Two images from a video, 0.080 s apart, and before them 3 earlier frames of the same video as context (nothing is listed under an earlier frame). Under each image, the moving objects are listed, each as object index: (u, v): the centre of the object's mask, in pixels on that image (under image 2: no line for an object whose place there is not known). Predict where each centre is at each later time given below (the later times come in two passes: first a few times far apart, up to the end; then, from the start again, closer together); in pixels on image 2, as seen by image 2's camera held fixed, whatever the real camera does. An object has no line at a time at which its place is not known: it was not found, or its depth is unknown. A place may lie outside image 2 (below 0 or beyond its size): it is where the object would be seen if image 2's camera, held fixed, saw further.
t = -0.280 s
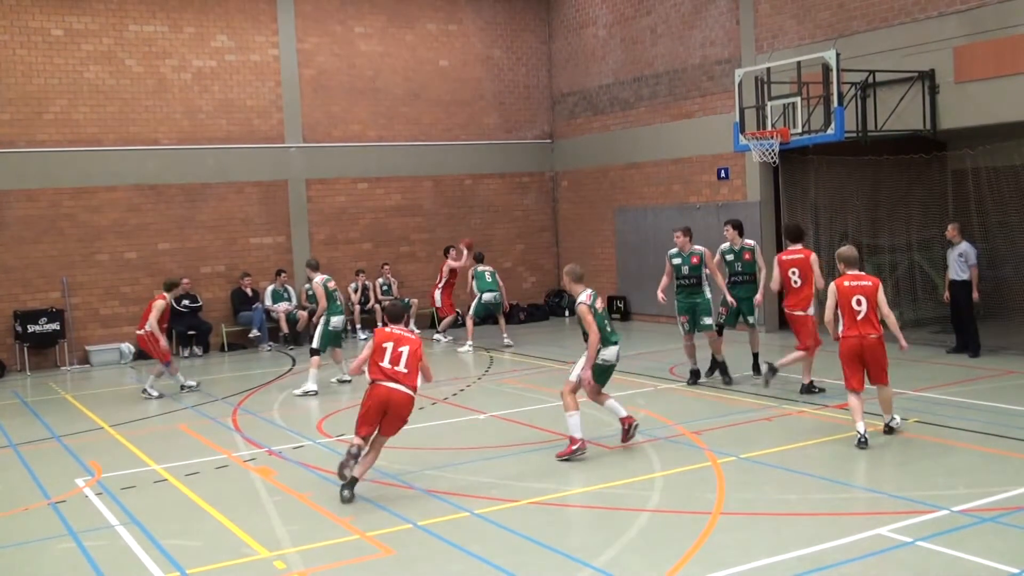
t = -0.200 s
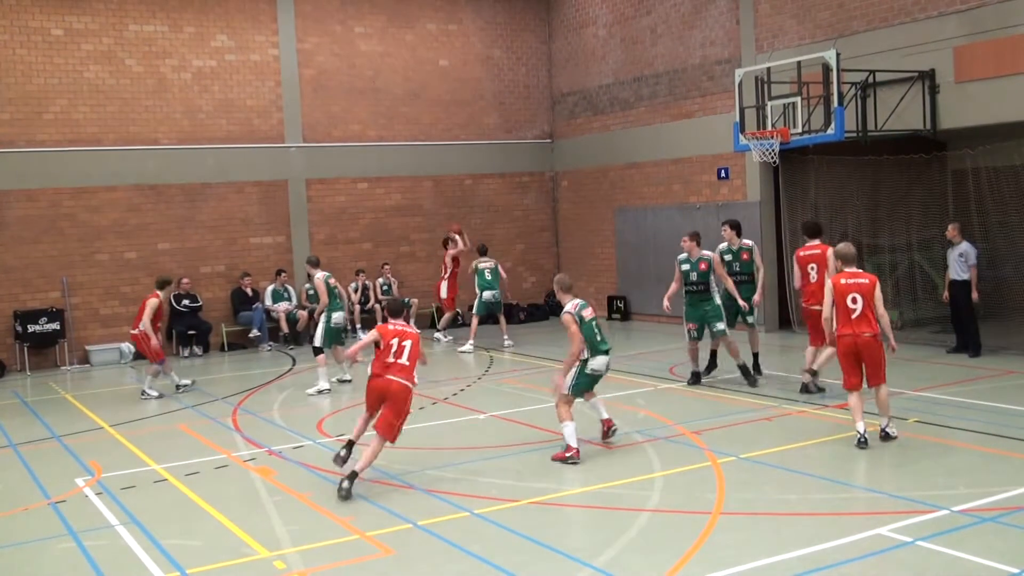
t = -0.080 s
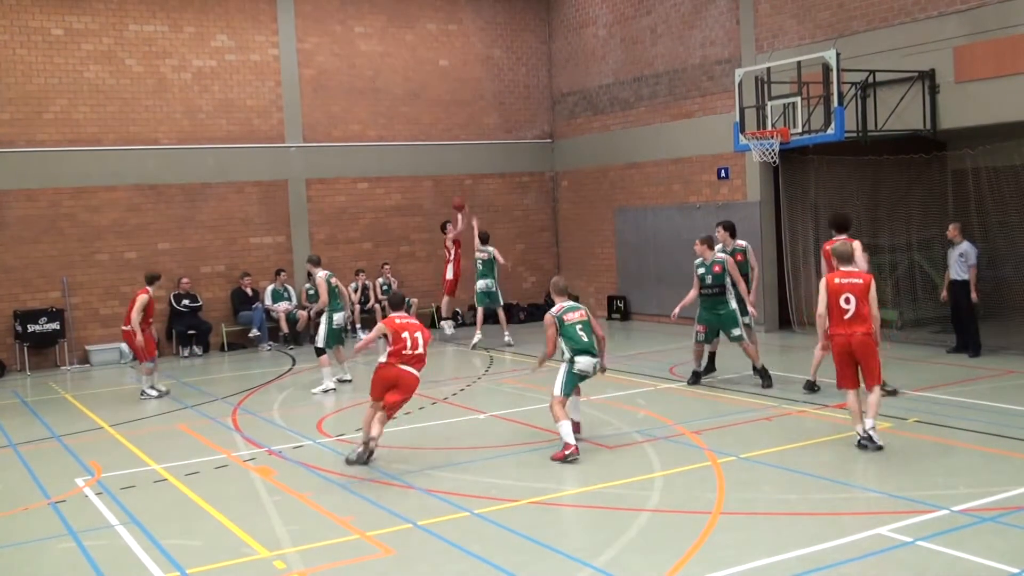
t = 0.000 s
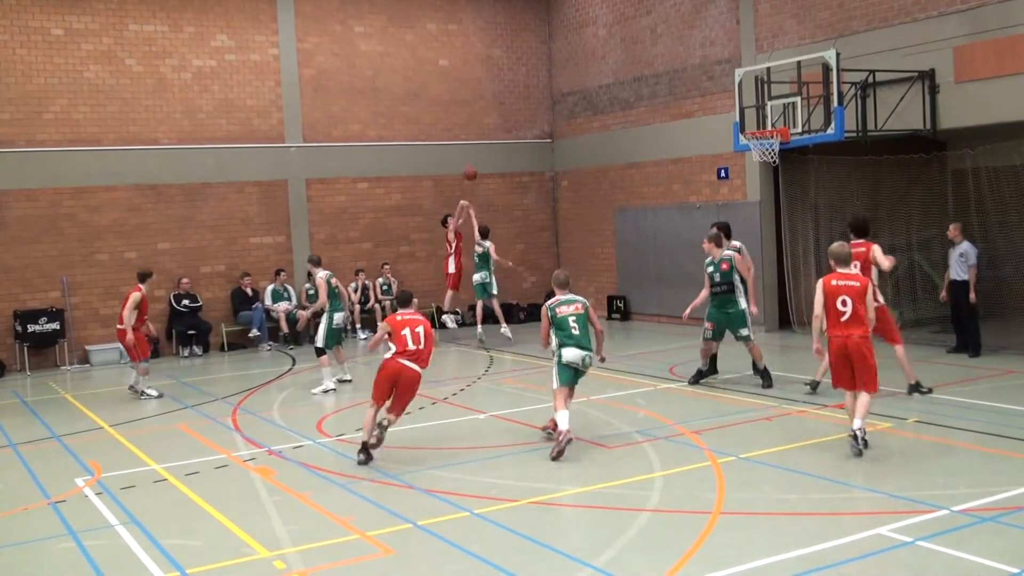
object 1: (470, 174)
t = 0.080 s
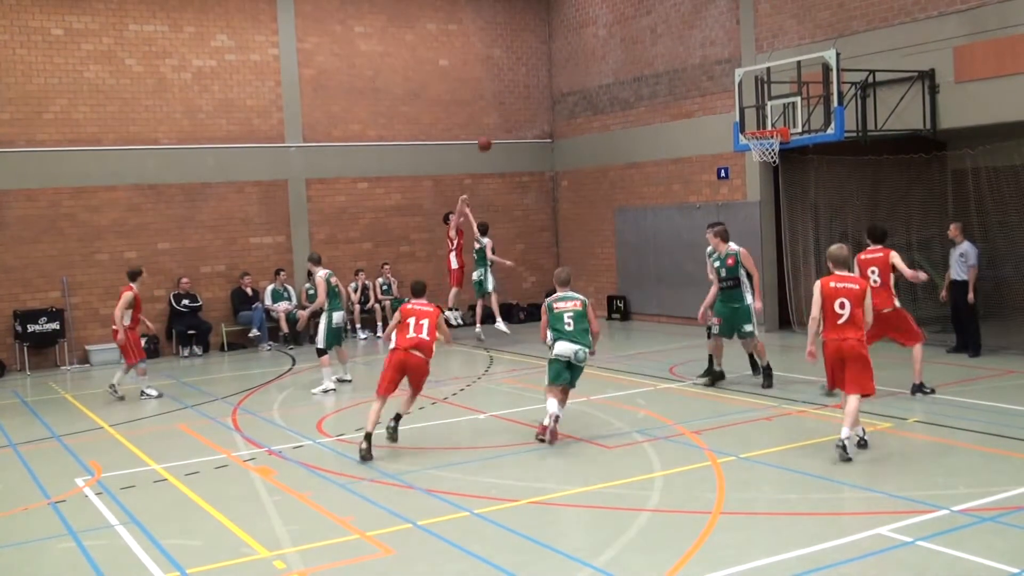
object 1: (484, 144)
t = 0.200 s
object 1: (506, 105)
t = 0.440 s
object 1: (554, 47)
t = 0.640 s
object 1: (599, 23)
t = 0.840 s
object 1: (648, 26)
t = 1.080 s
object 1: (714, 68)
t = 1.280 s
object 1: (777, 141)
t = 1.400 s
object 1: (791, 173)
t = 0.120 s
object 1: (492, 131)
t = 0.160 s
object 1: (499, 117)
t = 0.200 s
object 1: (506, 105)
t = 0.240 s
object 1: (514, 93)
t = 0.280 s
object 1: (521, 82)
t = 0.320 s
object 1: (529, 72)
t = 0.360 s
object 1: (538, 62)
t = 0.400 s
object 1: (546, 54)
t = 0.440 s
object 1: (554, 47)
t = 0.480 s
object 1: (562, 41)
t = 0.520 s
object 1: (572, 34)
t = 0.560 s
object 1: (581, 30)
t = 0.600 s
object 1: (590, 26)
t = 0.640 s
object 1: (599, 23)
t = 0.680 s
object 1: (608, 22)
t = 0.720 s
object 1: (618, 21)
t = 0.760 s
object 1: (628, 21)
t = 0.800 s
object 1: (638, 22)
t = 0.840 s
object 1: (648, 26)
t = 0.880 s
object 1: (658, 29)
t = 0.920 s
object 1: (669, 35)
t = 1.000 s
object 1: (691, 50)
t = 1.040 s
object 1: (702, 58)
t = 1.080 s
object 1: (714, 68)
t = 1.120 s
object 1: (725, 78)
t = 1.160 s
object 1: (737, 93)
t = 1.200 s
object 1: (750, 108)
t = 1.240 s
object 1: (761, 122)
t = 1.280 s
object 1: (777, 141)
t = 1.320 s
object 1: (782, 152)
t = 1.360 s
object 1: (785, 162)
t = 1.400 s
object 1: (791, 173)
